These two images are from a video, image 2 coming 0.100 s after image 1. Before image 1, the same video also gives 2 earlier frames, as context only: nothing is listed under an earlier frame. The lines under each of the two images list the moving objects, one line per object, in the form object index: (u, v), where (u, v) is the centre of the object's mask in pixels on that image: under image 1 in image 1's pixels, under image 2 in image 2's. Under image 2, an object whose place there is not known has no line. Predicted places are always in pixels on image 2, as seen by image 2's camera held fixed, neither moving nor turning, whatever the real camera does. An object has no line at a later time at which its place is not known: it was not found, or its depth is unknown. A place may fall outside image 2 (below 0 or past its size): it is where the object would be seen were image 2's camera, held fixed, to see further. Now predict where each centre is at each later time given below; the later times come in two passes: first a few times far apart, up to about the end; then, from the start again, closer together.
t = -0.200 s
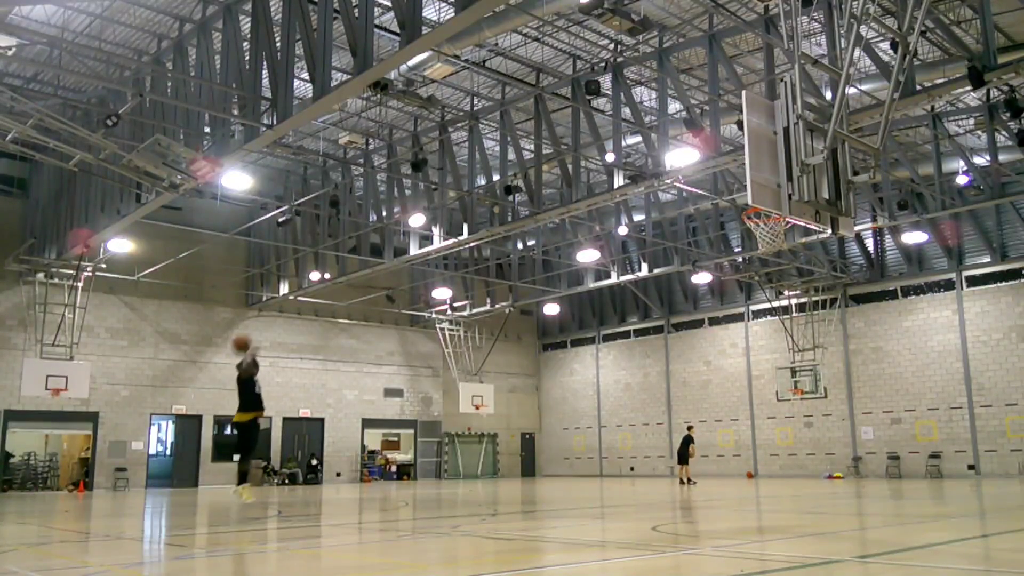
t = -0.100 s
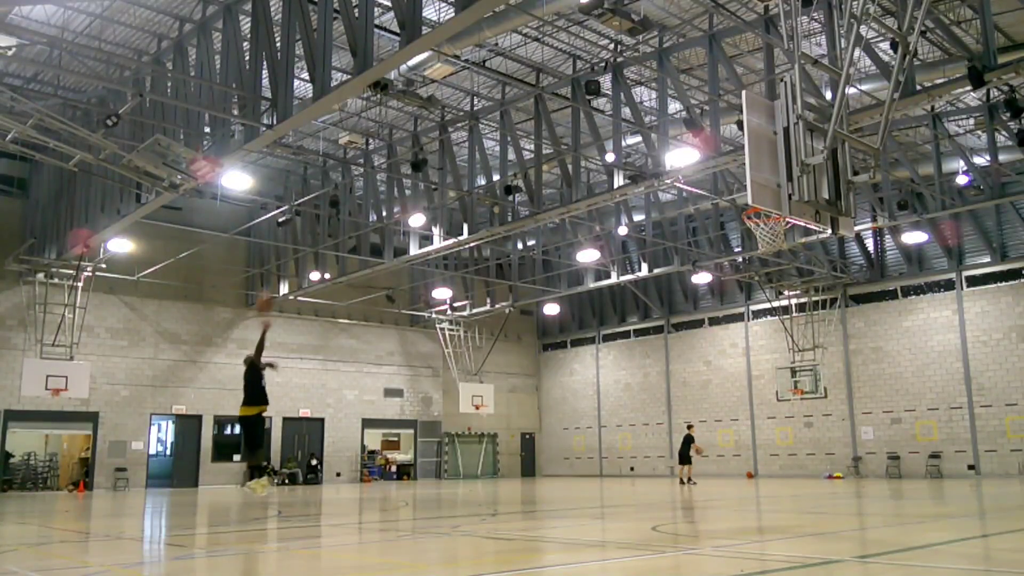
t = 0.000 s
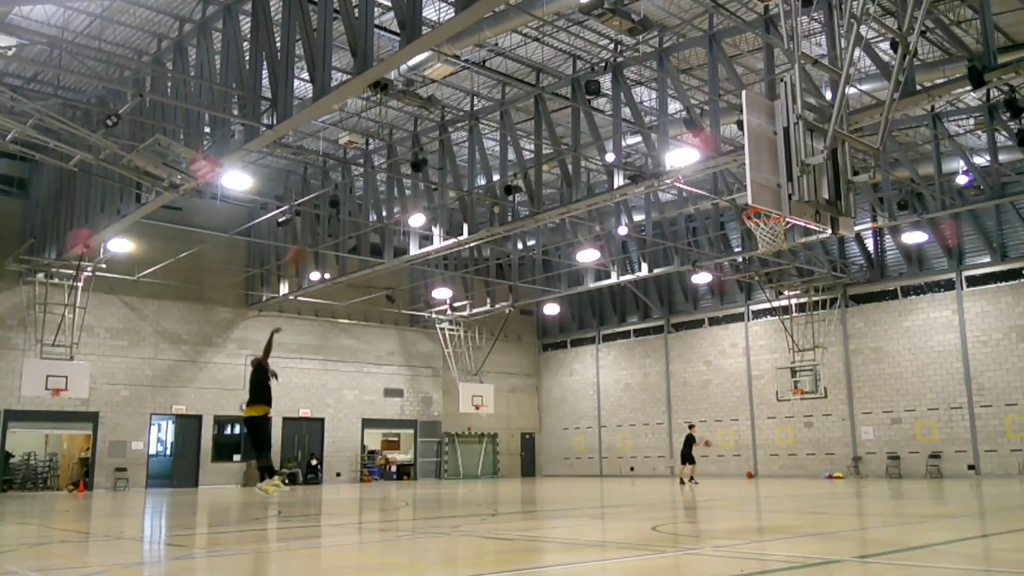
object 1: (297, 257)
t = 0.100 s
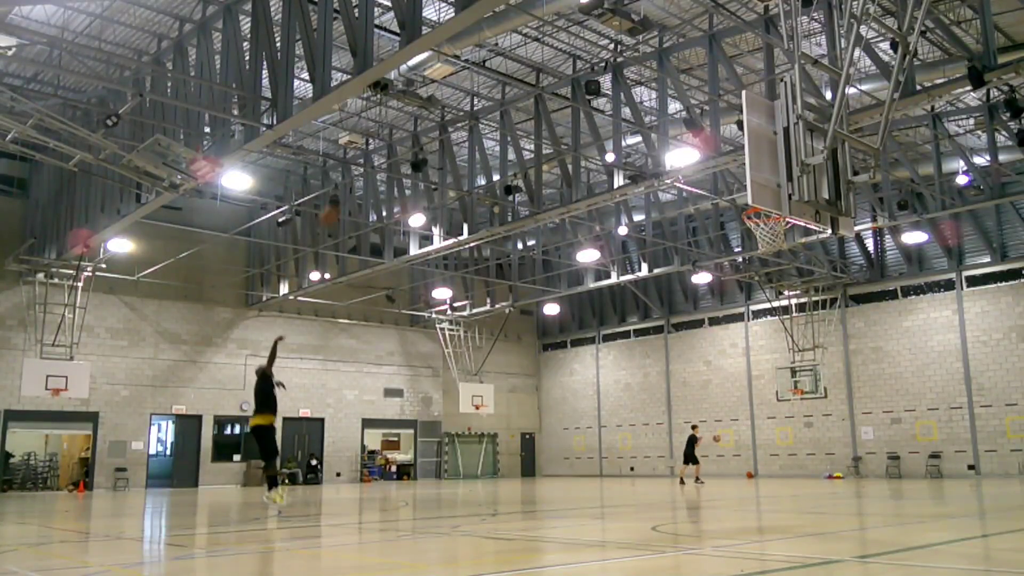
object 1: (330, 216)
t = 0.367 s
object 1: (417, 139)
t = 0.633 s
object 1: (513, 108)
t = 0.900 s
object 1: (623, 130)
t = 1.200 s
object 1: (706, 207)
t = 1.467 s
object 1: (585, 225)
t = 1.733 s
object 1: (467, 313)
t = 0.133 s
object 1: (338, 205)
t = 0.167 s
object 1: (349, 192)
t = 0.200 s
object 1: (362, 181)
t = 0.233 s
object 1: (373, 171)
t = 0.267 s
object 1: (384, 163)
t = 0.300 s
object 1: (395, 154)
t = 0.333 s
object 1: (407, 145)
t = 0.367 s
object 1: (417, 139)
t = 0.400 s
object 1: (429, 131)
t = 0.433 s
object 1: (442, 126)
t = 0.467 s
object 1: (451, 121)
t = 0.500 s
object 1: (465, 117)
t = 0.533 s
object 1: (476, 114)
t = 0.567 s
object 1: (489, 110)
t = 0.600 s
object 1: (502, 109)
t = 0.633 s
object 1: (513, 108)
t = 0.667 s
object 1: (525, 107)
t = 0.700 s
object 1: (539, 108)
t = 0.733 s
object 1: (552, 109)
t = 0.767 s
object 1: (567, 111)
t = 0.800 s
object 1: (581, 115)
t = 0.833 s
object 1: (594, 119)
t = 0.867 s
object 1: (609, 126)
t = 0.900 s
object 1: (623, 130)
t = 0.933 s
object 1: (640, 140)
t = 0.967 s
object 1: (655, 148)
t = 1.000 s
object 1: (665, 157)
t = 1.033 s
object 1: (689, 172)
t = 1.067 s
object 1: (704, 182)
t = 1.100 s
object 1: (721, 196)
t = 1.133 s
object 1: (734, 210)
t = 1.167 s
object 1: (725, 210)
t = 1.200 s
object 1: (706, 207)
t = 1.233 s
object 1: (691, 206)
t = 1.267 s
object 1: (676, 207)
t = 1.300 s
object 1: (661, 207)
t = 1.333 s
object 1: (647, 208)
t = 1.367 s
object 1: (630, 211)
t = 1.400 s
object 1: (613, 216)
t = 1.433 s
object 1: (602, 219)
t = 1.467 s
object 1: (585, 225)
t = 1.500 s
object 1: (570, 234)
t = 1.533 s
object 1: (555, 242)
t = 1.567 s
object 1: (541, 251)
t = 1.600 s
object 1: (527, 261)
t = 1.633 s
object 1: (515, 270)
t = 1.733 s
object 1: (467, 313)
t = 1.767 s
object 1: (456, 327)
